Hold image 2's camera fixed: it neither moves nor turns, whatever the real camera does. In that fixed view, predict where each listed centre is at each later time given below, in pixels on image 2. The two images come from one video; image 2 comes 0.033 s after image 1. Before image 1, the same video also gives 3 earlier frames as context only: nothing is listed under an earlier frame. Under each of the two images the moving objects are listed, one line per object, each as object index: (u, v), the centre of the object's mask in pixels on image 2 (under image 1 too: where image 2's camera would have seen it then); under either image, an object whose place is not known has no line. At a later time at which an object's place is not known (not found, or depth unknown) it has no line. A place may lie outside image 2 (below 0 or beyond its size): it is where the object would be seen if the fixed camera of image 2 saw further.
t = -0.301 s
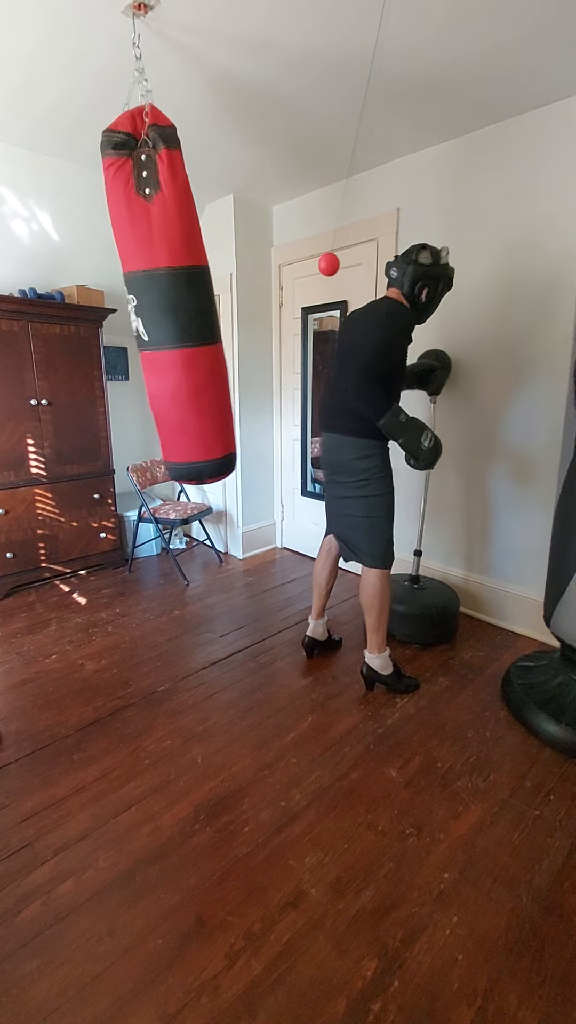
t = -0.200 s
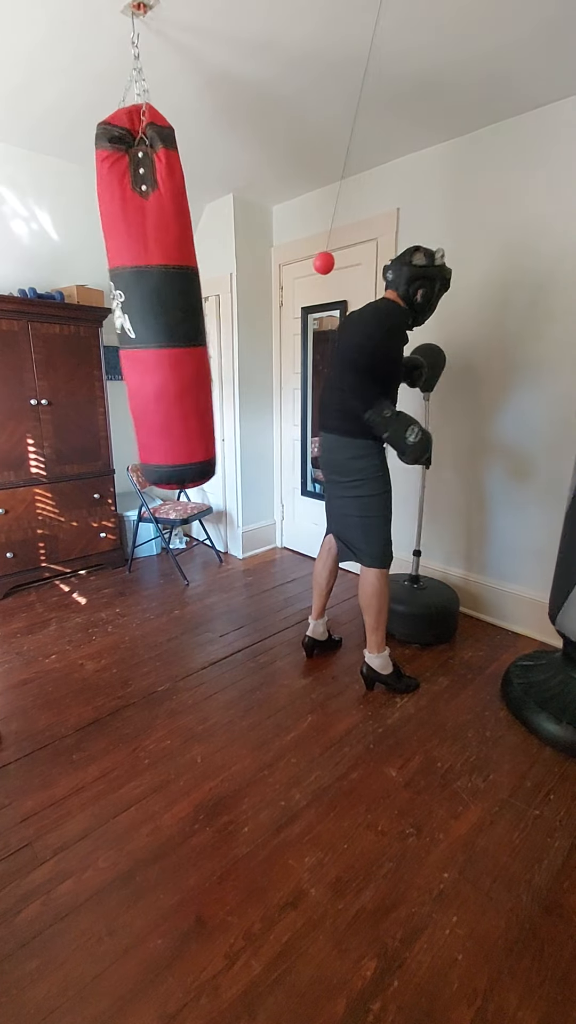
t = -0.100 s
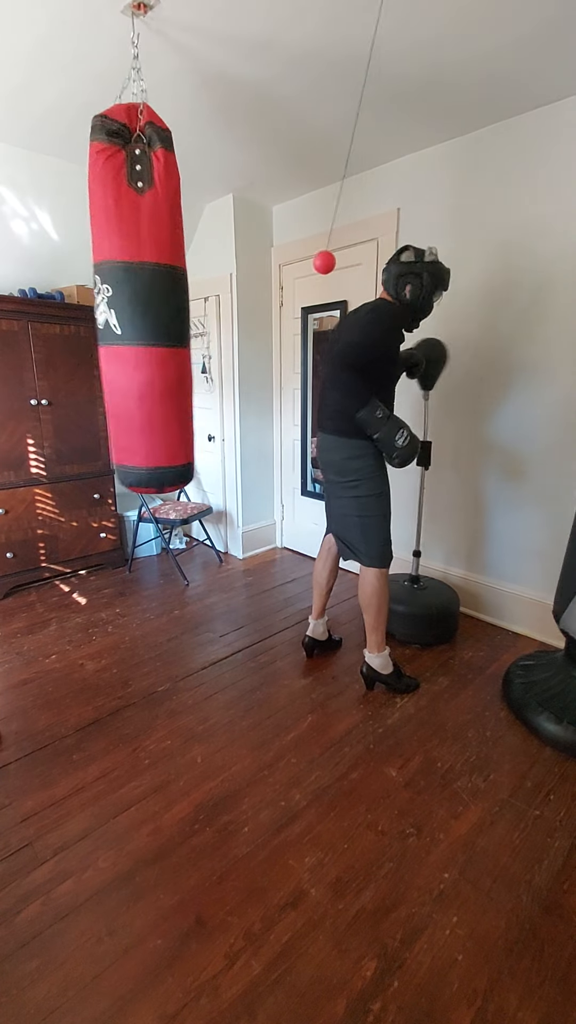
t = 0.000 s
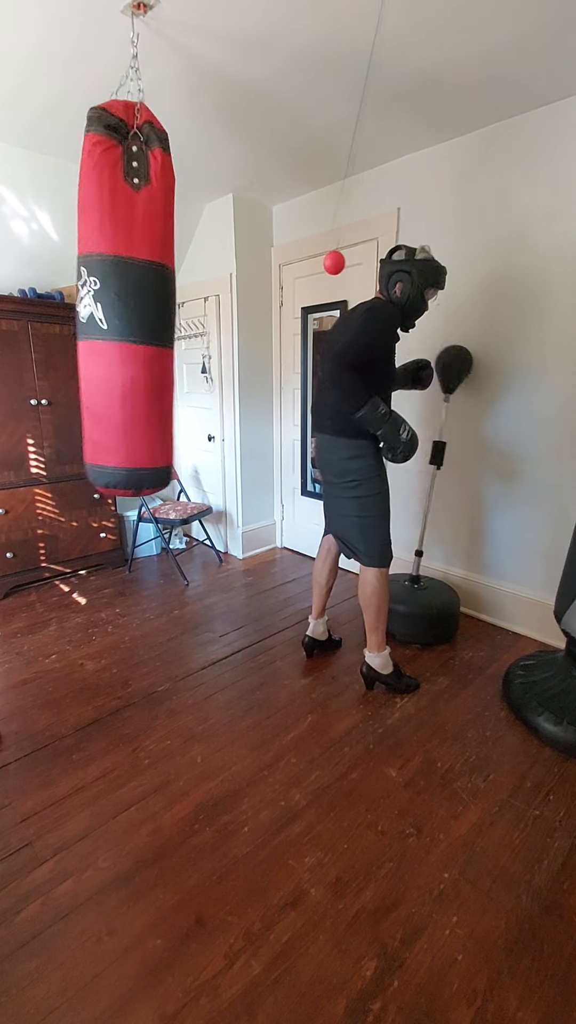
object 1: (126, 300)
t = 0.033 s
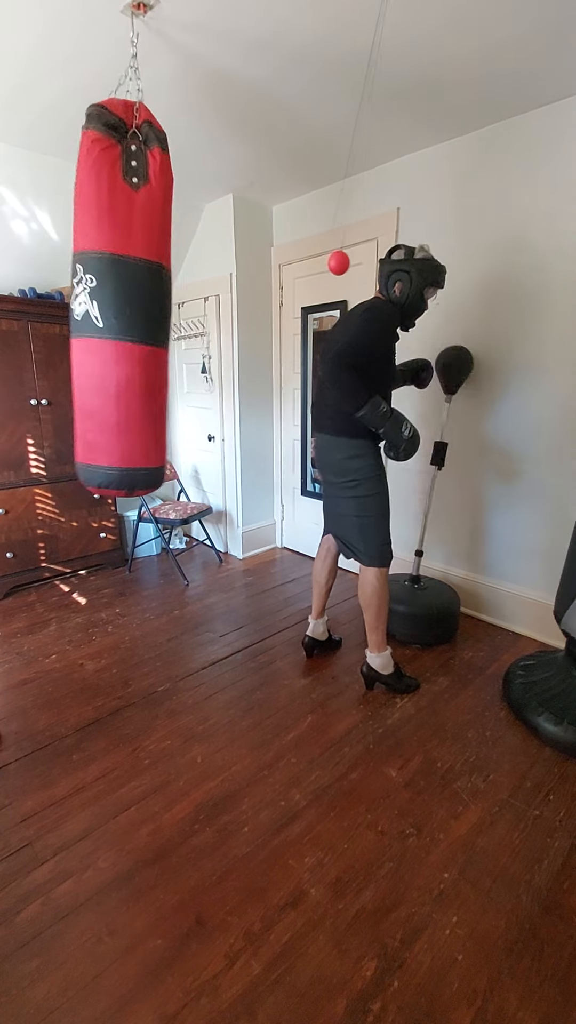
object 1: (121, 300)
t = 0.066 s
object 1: (116, 299)
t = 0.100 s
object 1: (111, 299)
